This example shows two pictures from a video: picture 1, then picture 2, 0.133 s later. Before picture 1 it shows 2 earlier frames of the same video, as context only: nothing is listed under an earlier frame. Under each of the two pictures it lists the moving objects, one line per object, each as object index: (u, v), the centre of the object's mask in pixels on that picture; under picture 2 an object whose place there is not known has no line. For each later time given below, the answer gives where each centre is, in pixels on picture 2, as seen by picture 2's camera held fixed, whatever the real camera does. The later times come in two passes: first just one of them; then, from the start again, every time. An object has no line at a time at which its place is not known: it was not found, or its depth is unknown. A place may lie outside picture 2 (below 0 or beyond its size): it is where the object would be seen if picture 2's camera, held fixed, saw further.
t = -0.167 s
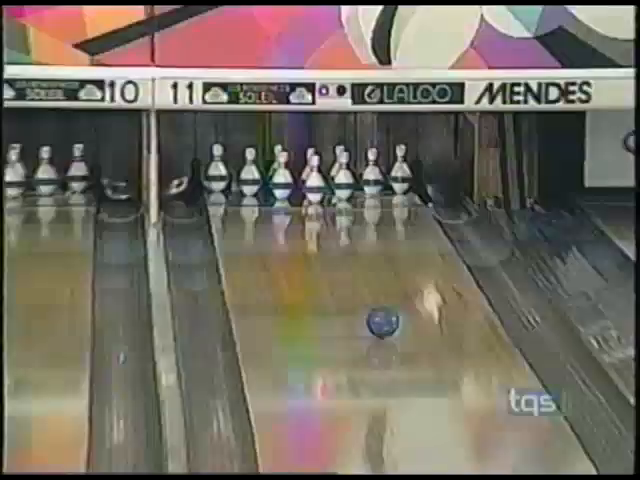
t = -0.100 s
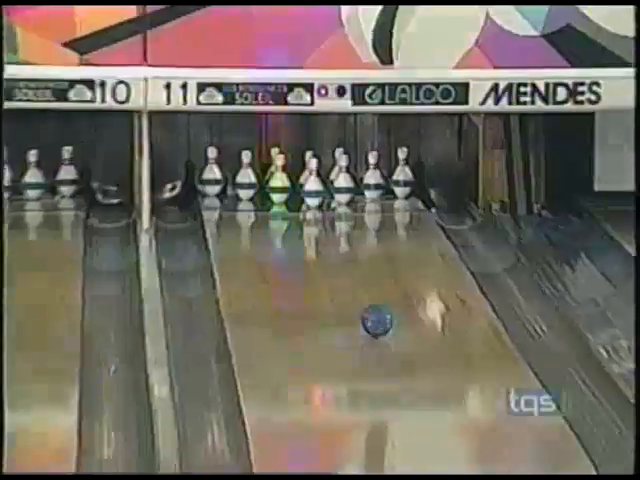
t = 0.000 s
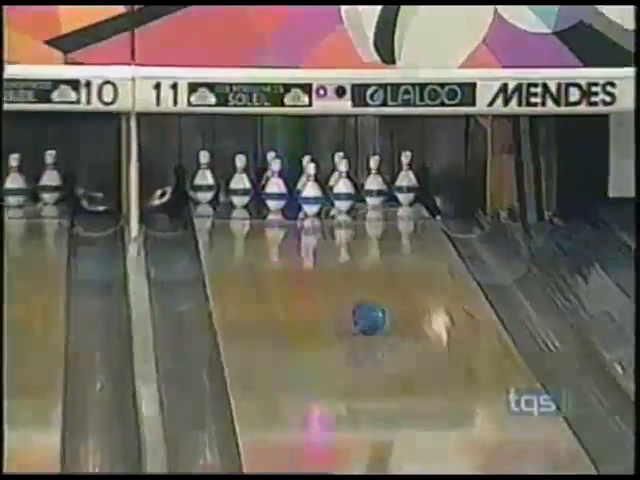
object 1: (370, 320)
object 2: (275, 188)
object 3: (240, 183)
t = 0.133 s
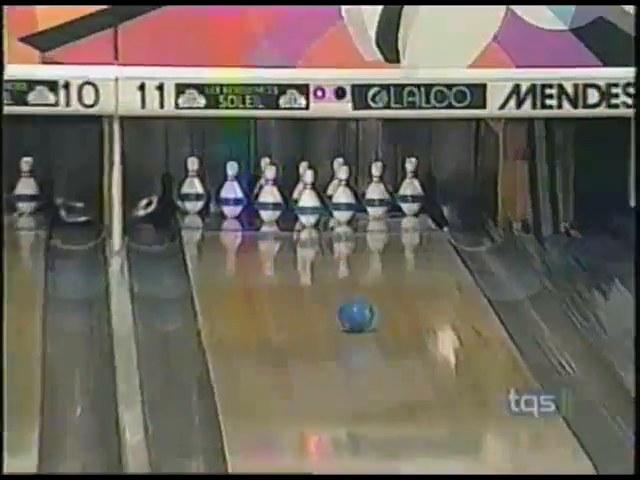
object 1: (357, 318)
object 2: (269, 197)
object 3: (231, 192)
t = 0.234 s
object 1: (348, 300)
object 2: (268, 197)
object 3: (231, 192)
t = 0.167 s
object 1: (354, 311)
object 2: (270, 197)
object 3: (231, 192)
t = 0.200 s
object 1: (351, 305)
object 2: (269, 197)
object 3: (231, 192)
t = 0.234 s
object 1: (348, 300)
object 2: (268, 197)
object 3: (231, 192)
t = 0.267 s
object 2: (269, 197)
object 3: (231, 192)
